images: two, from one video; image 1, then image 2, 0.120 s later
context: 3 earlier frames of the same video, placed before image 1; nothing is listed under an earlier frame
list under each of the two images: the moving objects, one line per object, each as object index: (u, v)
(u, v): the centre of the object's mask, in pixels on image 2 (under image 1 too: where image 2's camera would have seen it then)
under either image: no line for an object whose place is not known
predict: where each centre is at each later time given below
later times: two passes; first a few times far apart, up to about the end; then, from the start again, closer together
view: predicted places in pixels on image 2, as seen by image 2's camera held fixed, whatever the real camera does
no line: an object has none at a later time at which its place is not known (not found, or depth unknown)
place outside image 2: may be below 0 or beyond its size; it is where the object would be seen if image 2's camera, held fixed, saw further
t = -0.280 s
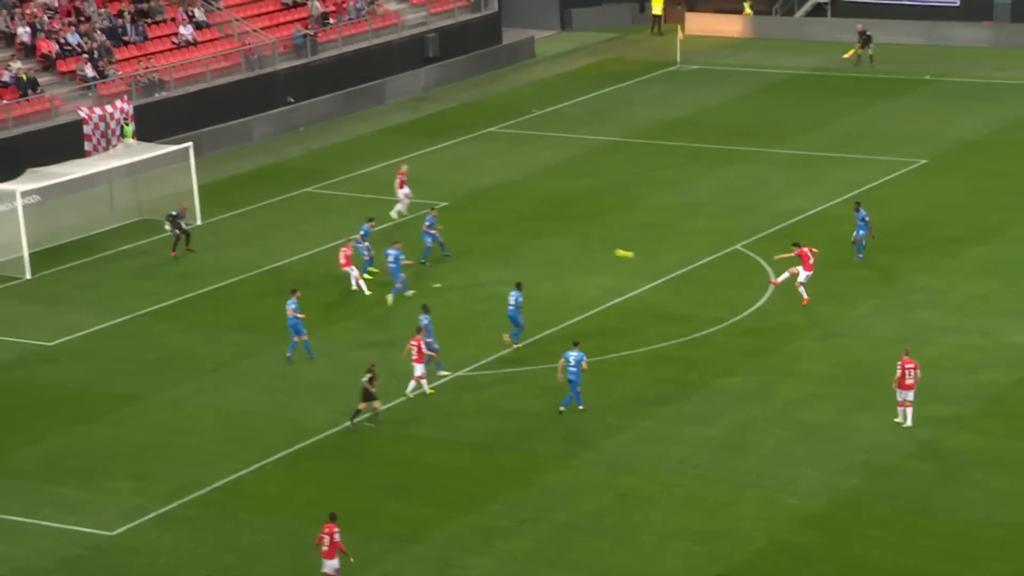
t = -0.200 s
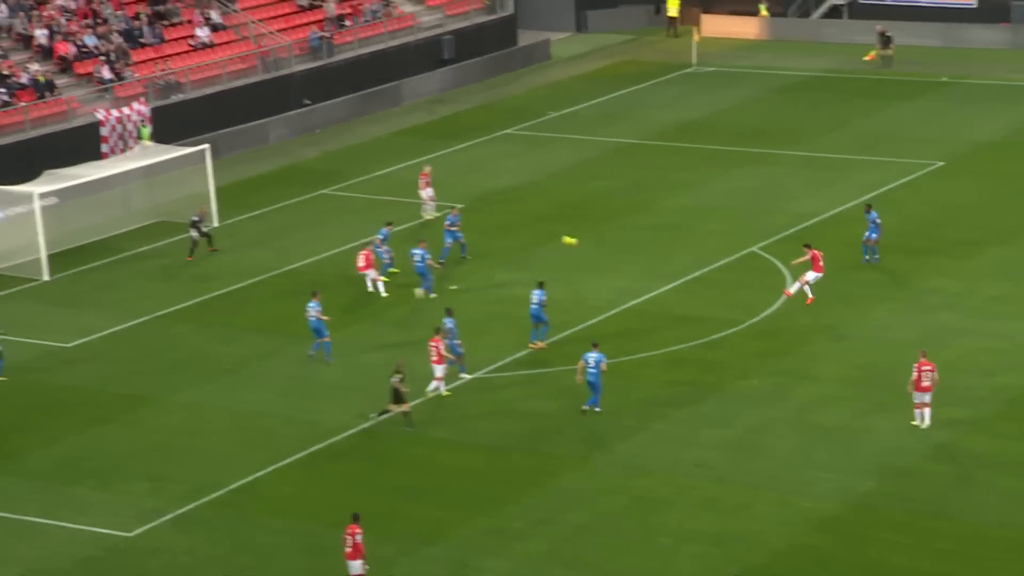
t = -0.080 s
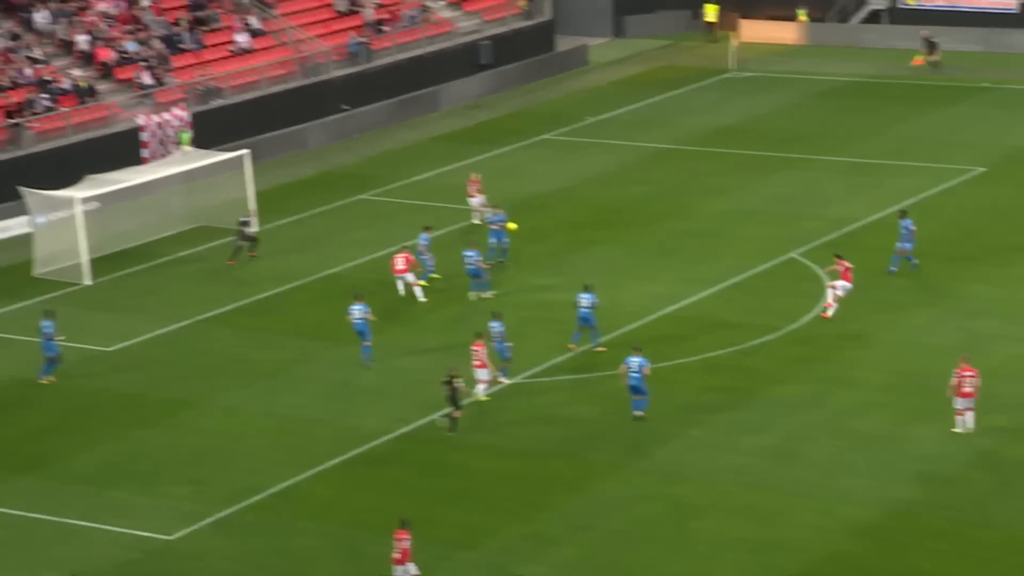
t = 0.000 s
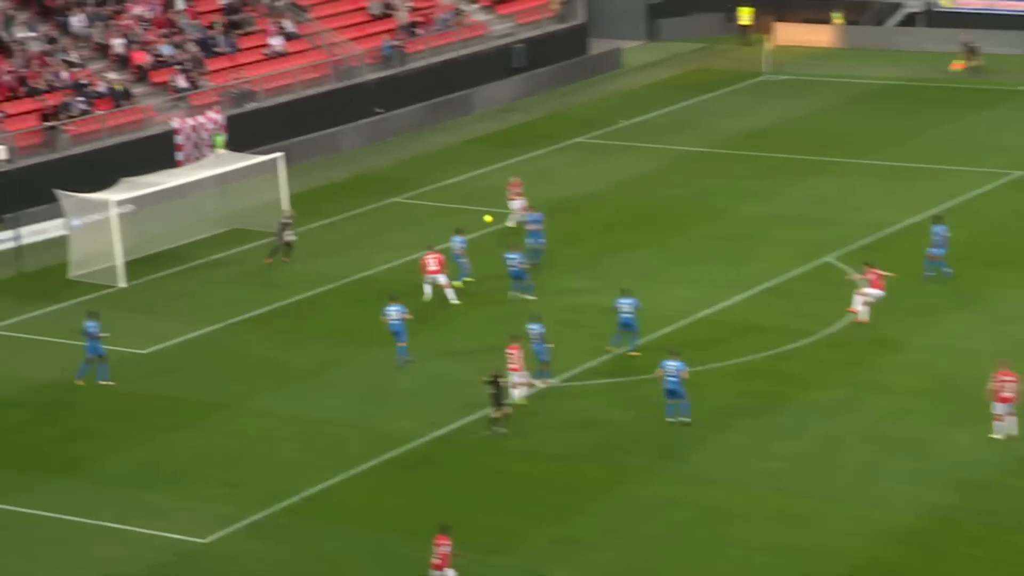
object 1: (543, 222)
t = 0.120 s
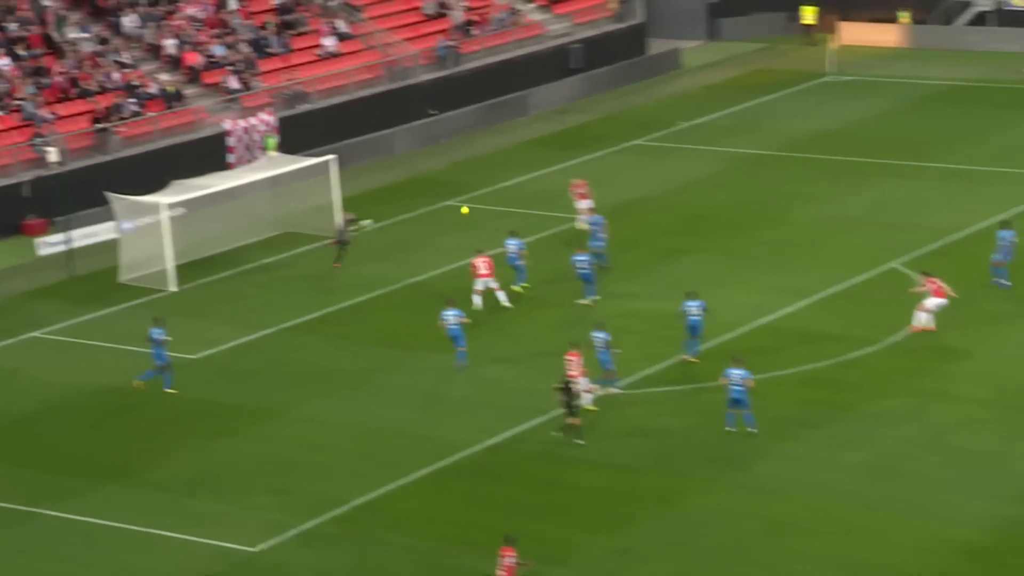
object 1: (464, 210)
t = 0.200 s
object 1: (418, 205)
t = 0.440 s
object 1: (320, 198)
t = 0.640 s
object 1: (253, 215)
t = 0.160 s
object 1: (441, 207)
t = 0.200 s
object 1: (418, 205)
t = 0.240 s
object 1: (396, 203)
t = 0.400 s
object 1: (337, 197)
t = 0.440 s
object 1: (320, 198)
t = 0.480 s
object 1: (301, 199)
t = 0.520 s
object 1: (281, 202)
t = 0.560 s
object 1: (266, 204)
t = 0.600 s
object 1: (257, 210)
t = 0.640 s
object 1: (253, 215)
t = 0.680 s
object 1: (250, 219)
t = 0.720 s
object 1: (248, 224)
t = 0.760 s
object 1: (246, 229)
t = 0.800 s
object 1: (245, 234)
